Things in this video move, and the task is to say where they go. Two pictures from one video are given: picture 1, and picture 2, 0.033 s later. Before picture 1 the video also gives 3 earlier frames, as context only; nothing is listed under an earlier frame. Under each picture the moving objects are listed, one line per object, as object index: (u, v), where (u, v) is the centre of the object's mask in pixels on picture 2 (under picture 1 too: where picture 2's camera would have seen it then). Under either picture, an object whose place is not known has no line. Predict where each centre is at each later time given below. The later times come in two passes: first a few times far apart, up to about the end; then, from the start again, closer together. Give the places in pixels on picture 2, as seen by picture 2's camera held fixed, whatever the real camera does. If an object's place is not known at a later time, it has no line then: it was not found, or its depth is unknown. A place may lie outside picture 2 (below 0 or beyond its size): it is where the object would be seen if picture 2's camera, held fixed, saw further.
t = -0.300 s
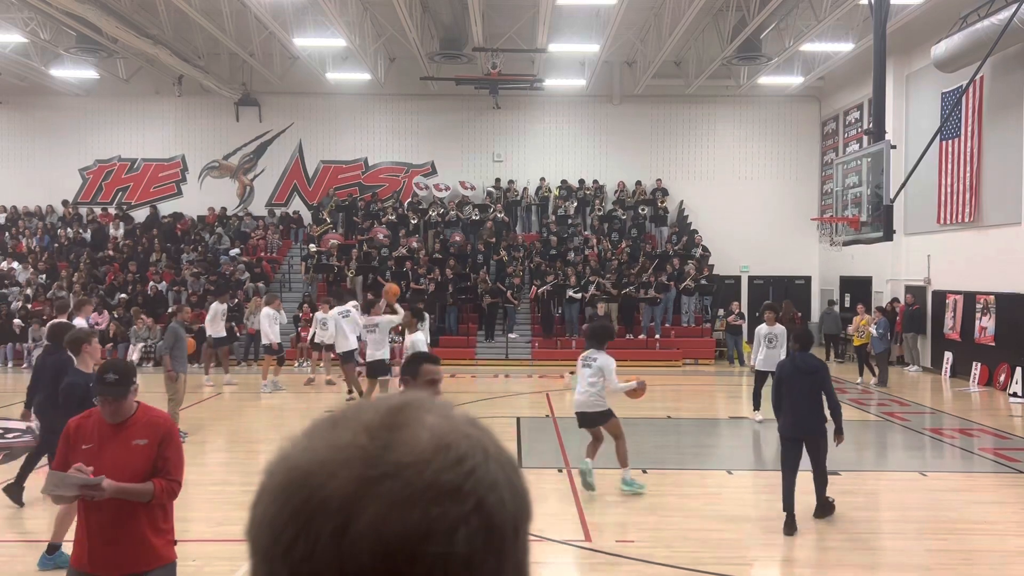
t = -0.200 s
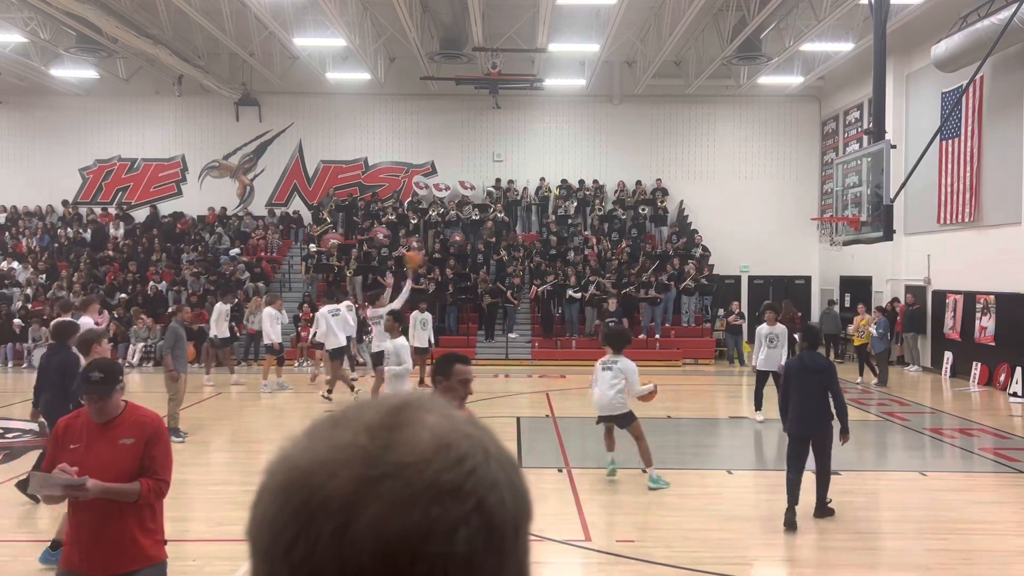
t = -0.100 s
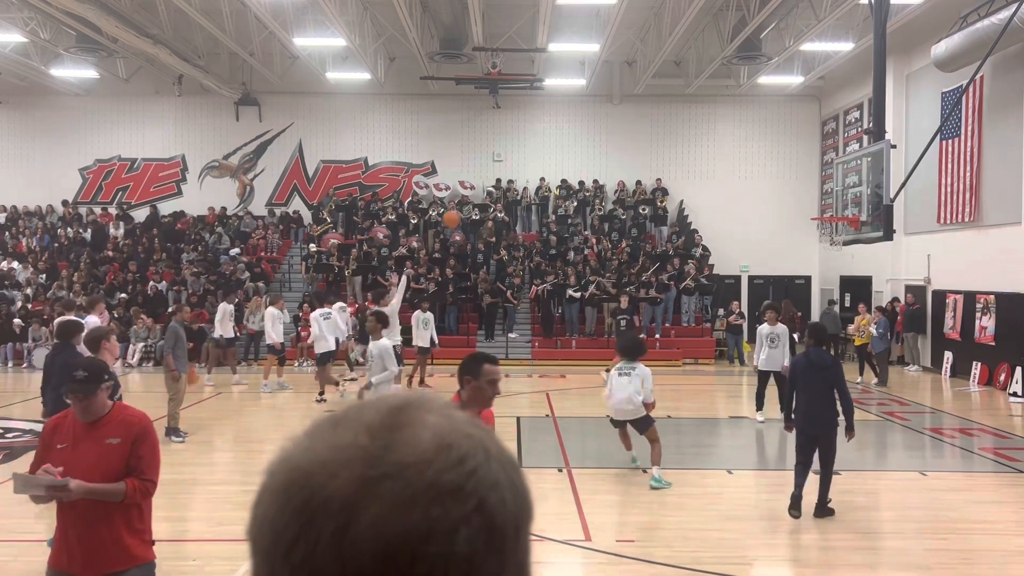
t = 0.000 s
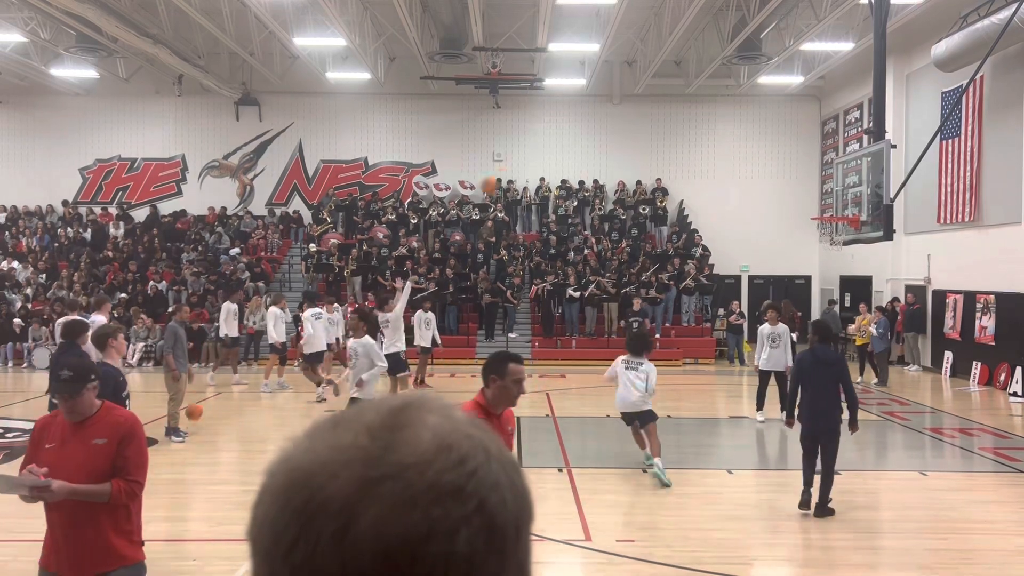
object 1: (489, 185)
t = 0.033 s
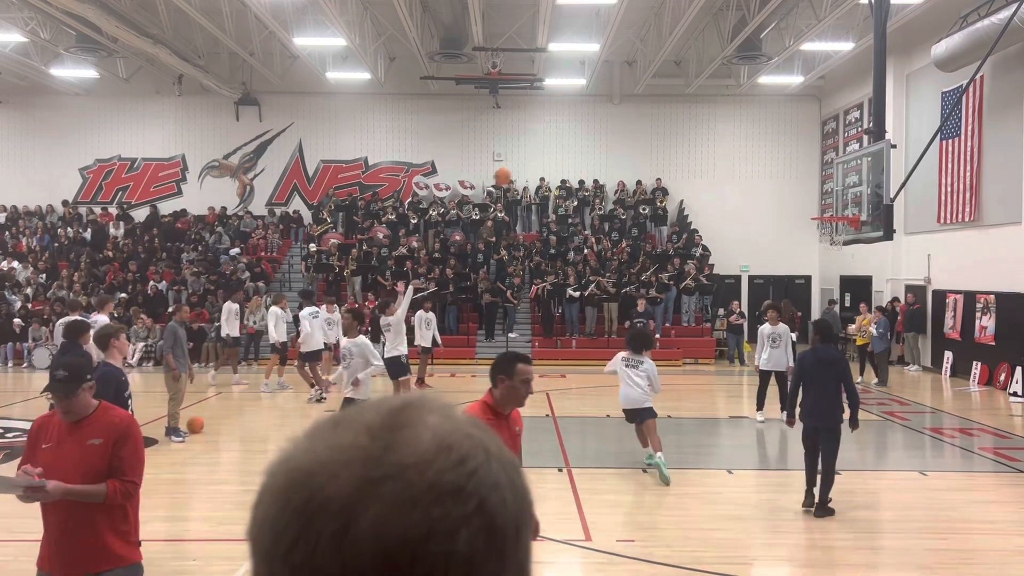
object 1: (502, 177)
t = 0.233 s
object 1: (578, 137)
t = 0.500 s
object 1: (678, 129)
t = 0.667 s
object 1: (740, 150)
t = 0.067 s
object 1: (515, 168)
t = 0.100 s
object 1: (527, 161)
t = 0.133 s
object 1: (540, 153)
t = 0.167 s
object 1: (553, 147)
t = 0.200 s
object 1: (565, 141)
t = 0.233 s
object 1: (578, 137)
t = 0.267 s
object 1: (591, 134)
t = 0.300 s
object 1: (603, 130)
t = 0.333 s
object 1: (616, 129)
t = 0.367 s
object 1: (628, 127)
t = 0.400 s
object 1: (641, 127)
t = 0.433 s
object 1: (653, 127)
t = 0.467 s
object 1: (666, 128)
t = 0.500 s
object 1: (678, 129)
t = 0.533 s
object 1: (691, 132)
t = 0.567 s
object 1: (703, 136)
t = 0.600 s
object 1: (715, 139)
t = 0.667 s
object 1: (740, 150)
